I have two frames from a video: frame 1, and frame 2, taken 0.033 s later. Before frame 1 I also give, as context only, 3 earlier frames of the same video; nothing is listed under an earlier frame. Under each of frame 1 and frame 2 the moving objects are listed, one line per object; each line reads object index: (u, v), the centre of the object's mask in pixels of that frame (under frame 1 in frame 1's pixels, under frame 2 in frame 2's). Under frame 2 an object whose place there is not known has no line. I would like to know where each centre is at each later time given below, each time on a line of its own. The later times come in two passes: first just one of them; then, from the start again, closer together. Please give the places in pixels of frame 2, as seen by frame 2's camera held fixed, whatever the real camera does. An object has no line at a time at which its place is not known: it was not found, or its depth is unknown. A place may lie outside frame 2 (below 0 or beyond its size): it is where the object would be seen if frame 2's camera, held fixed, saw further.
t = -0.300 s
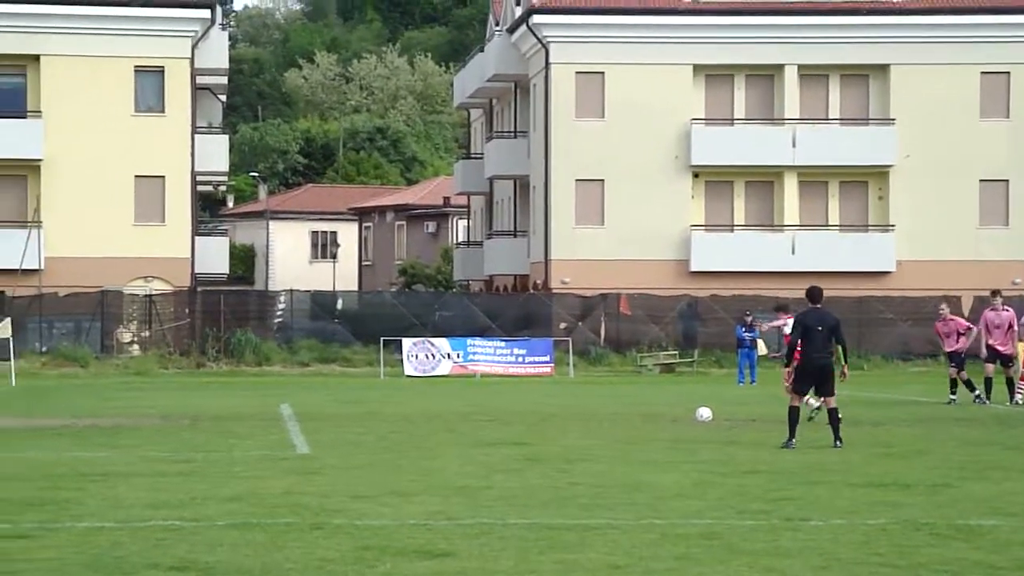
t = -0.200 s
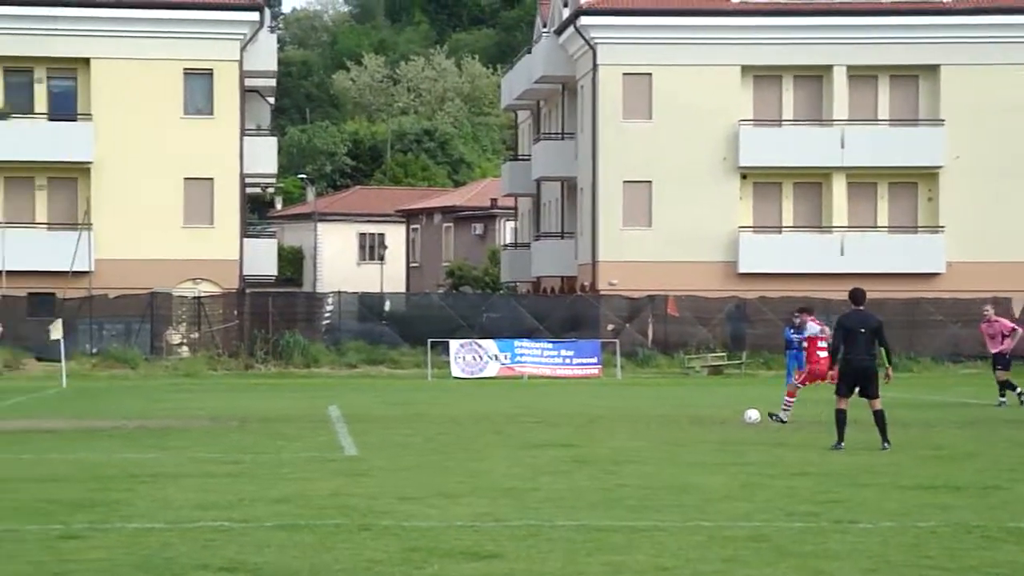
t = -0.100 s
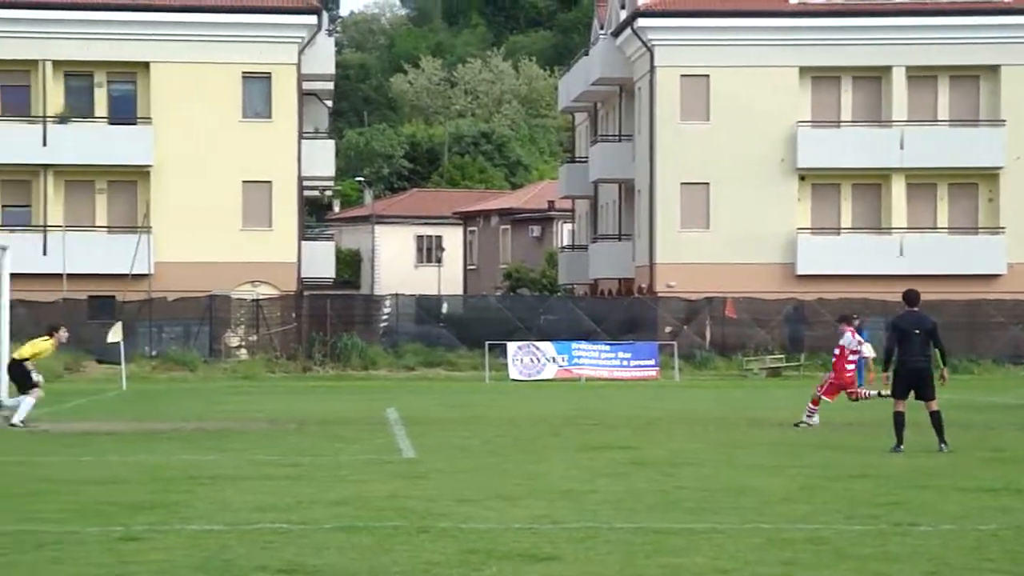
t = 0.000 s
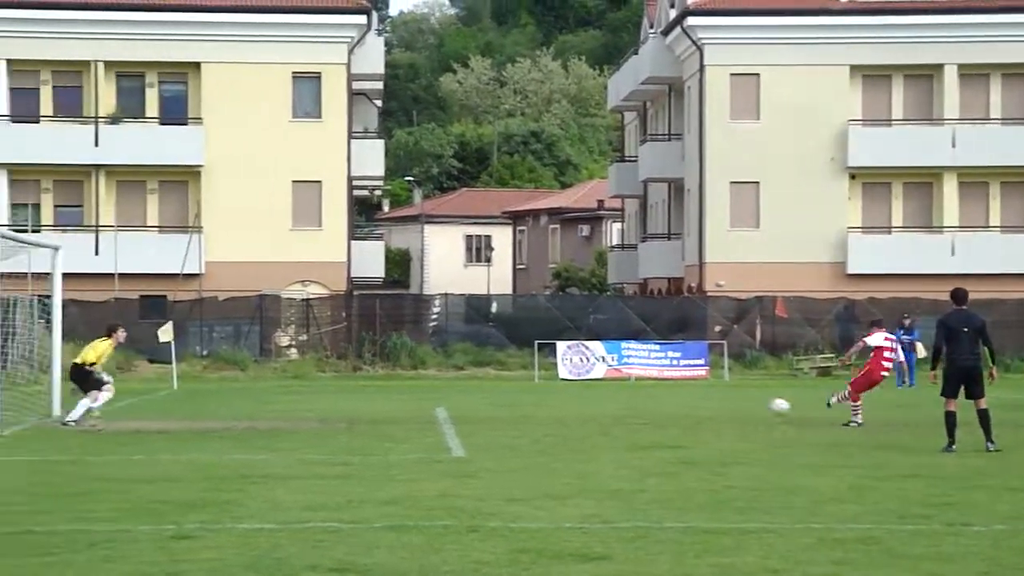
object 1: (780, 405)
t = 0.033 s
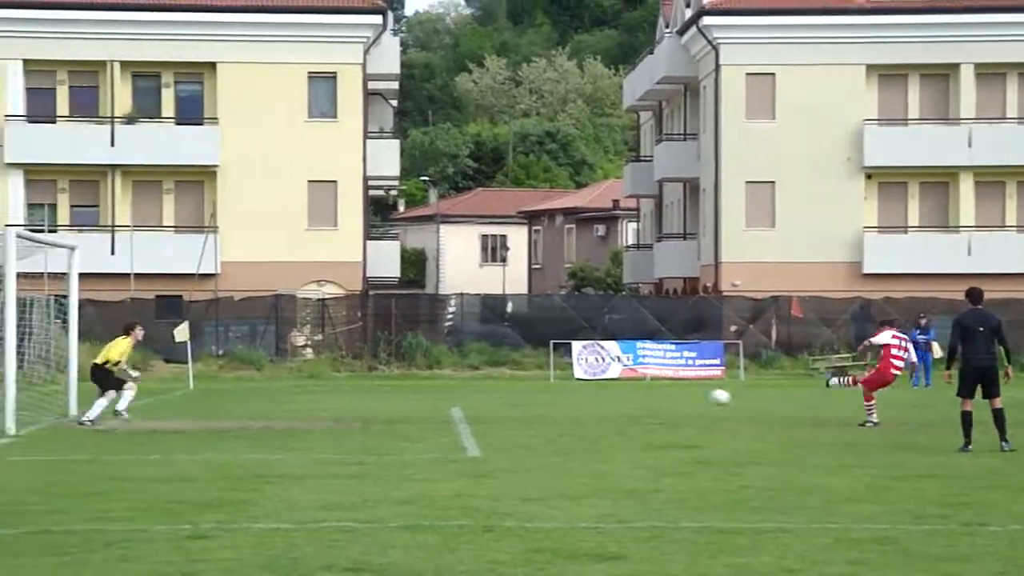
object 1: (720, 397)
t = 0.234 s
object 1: (297, 375)
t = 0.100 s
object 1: (575, 383)
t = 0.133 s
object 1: (503, 378)
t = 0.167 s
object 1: (434, 376)
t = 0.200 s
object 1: (365, 375)
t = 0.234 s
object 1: (297, 375)
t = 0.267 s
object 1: (229, 376)
